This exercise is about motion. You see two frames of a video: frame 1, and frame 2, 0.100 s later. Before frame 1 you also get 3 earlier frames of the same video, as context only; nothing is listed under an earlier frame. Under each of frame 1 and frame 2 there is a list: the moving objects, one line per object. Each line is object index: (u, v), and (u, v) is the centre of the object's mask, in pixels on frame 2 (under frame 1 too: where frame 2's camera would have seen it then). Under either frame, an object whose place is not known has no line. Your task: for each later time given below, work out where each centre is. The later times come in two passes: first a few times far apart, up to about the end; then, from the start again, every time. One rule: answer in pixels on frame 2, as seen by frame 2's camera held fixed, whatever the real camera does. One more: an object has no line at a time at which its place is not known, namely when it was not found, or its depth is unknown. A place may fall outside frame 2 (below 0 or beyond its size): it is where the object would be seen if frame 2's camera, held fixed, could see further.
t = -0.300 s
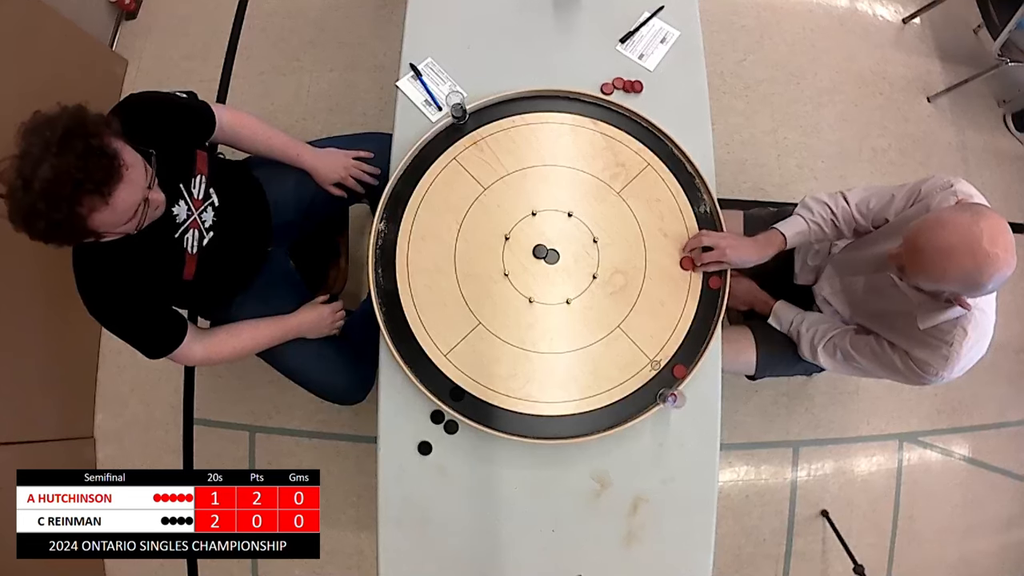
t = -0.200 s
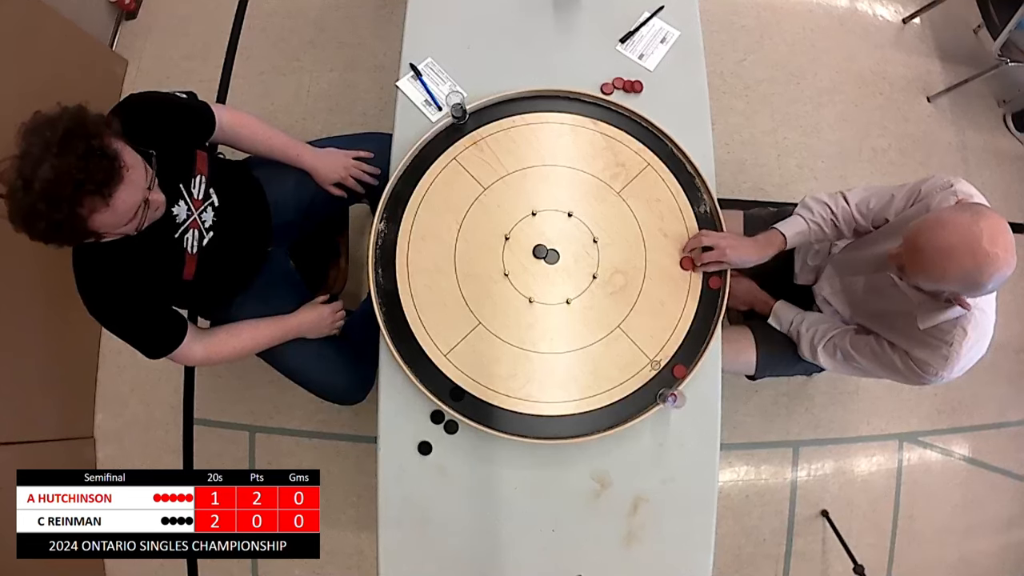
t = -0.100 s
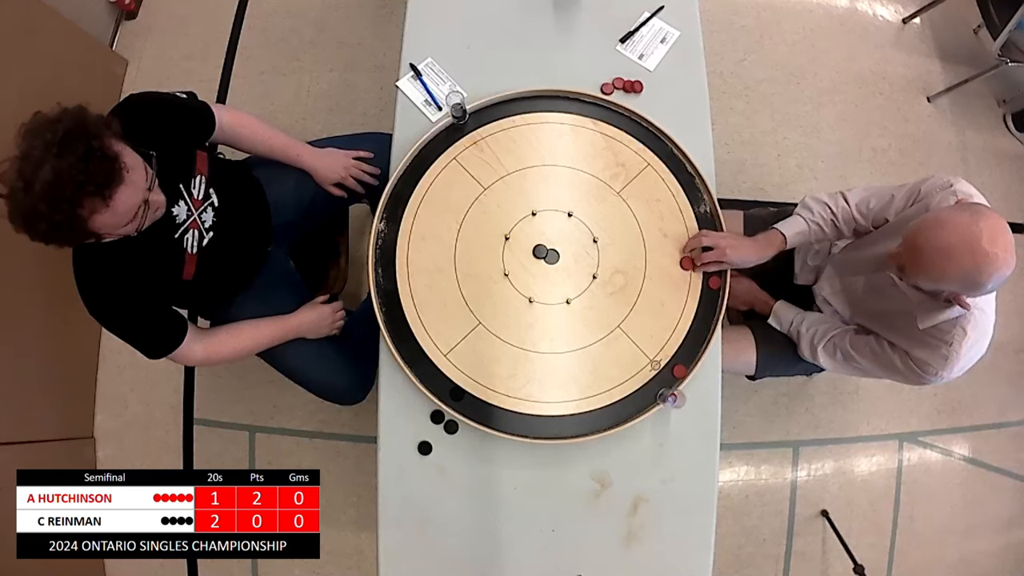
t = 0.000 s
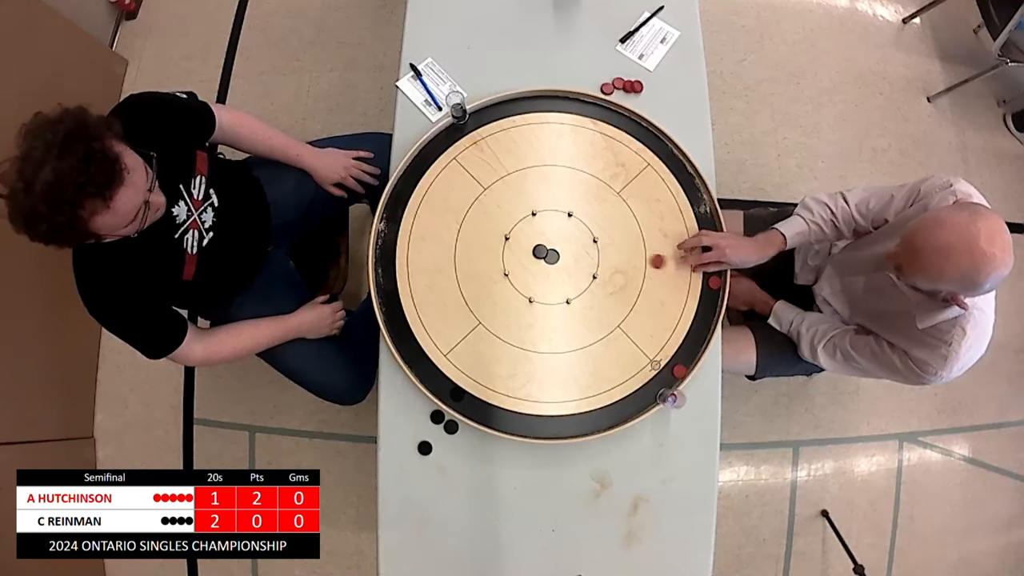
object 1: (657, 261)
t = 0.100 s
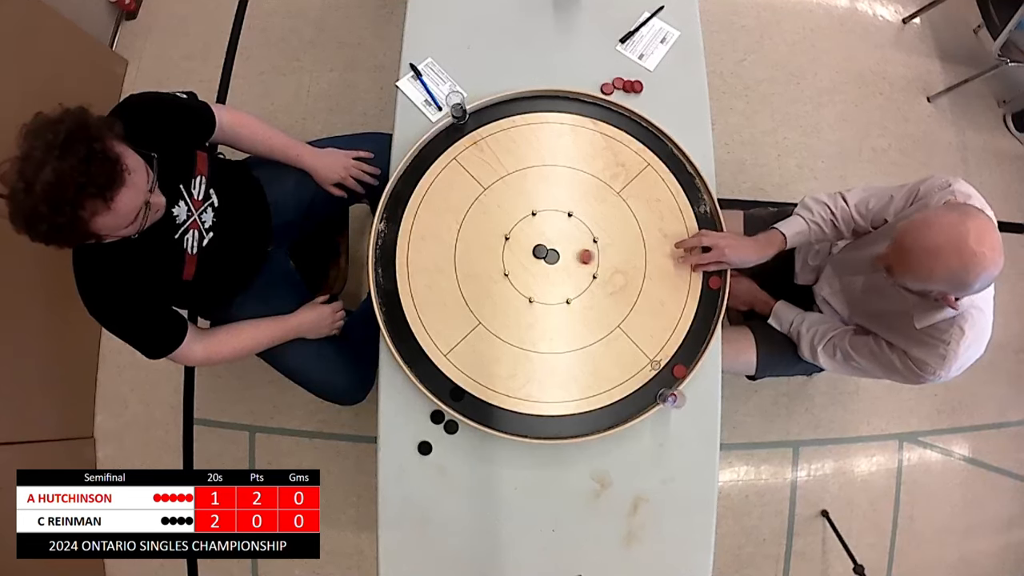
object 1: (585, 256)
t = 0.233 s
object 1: (550, 255)
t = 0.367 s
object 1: (550, 255)
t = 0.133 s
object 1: (563, 254)
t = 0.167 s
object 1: (551, 255)
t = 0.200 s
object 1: (550, 255)
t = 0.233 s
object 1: (550, 255)
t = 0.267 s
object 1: (550, 255)
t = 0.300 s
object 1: (550, 255)
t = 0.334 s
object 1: (550, 255)
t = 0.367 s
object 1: (550, 255)
